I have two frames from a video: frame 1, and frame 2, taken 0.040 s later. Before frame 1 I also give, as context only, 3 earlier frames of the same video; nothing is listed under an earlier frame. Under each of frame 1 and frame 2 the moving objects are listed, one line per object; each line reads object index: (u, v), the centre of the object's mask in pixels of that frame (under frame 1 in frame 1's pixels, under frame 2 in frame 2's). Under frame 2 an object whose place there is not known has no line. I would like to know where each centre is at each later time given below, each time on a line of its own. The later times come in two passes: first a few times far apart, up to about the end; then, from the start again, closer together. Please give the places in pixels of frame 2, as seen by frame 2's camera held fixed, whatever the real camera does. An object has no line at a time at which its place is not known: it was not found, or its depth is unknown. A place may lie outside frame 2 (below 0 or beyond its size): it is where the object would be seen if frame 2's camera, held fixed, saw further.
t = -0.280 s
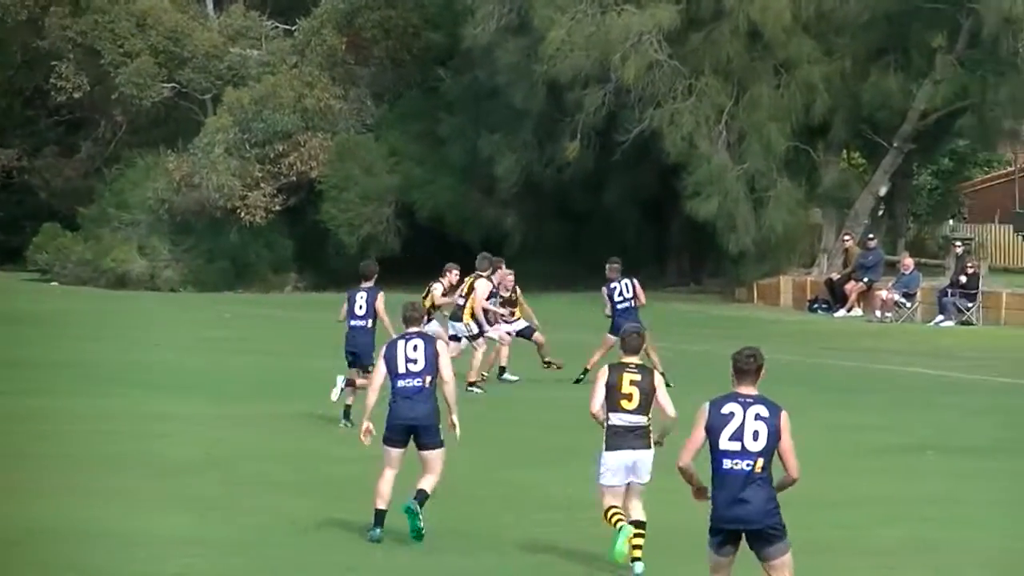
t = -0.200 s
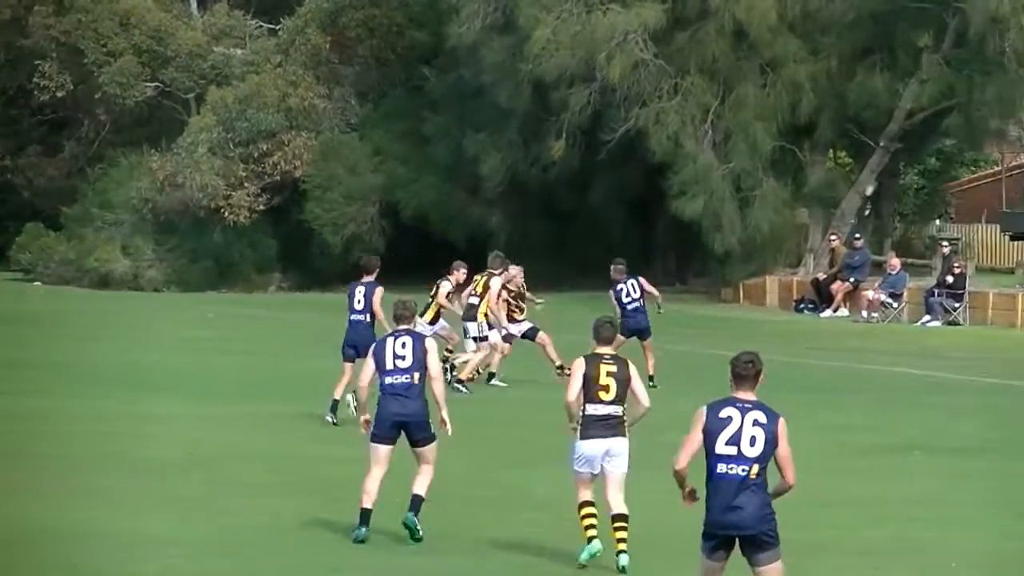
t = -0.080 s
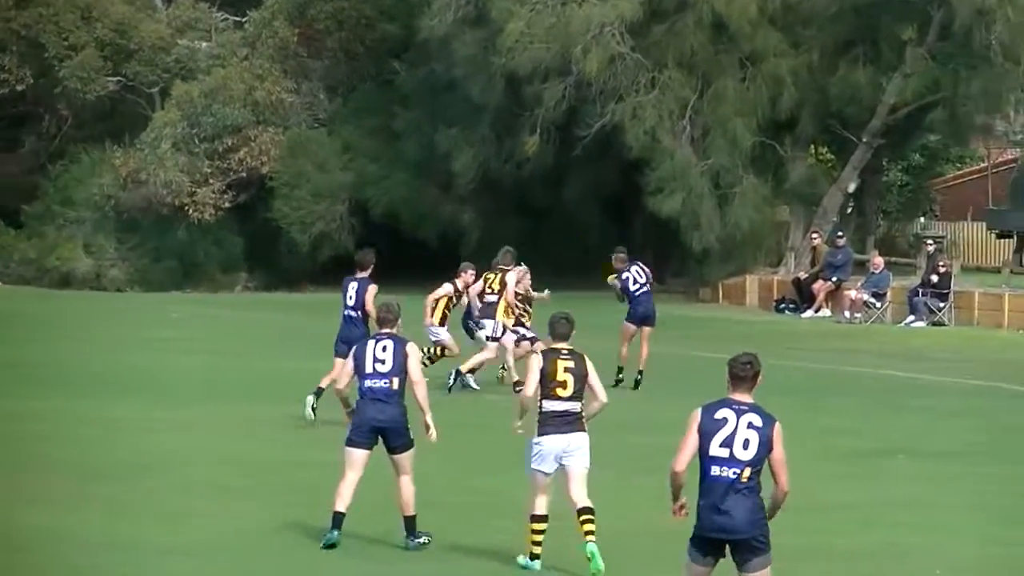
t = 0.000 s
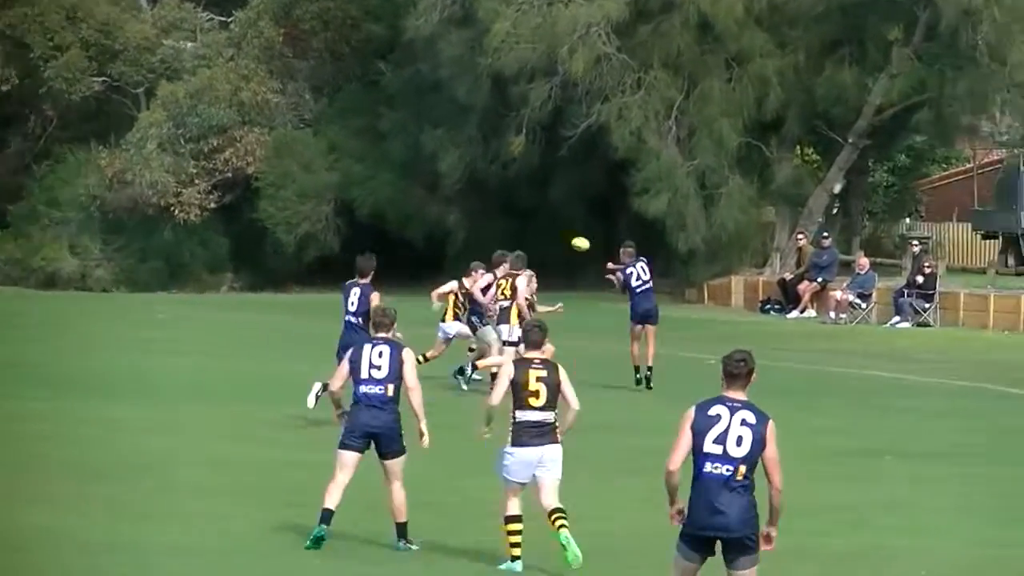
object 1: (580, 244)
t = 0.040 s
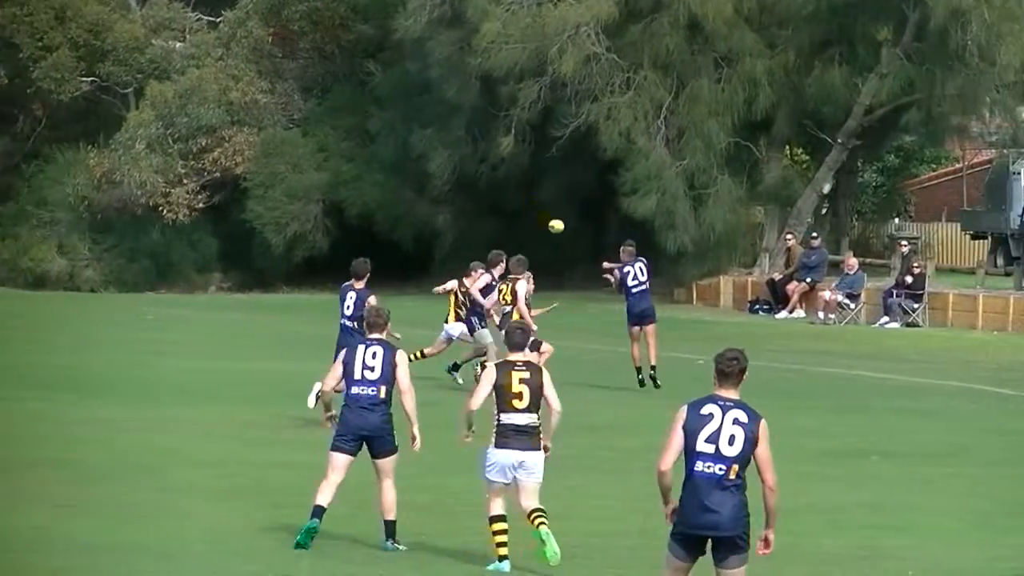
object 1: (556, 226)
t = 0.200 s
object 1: (501, 167)
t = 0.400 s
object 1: (439, 123)
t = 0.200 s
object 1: (501, 167)
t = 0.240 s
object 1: (489, 157)
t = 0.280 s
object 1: (476, 146)
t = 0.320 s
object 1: (464, 137)
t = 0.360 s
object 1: (452, 129)
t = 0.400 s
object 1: (439, 123)
